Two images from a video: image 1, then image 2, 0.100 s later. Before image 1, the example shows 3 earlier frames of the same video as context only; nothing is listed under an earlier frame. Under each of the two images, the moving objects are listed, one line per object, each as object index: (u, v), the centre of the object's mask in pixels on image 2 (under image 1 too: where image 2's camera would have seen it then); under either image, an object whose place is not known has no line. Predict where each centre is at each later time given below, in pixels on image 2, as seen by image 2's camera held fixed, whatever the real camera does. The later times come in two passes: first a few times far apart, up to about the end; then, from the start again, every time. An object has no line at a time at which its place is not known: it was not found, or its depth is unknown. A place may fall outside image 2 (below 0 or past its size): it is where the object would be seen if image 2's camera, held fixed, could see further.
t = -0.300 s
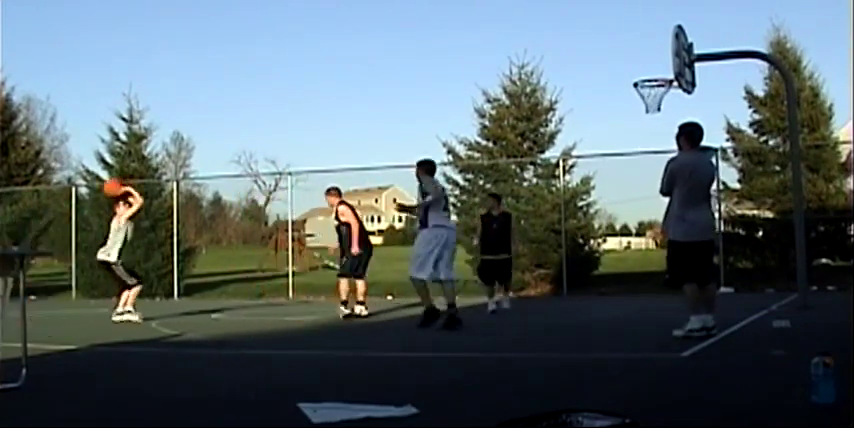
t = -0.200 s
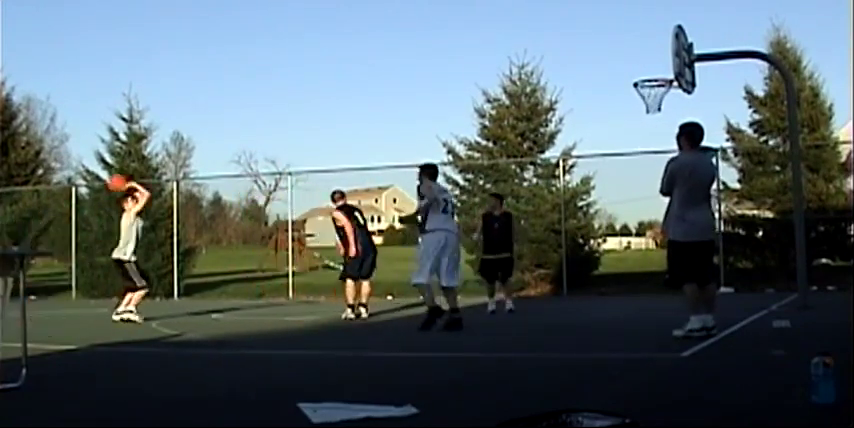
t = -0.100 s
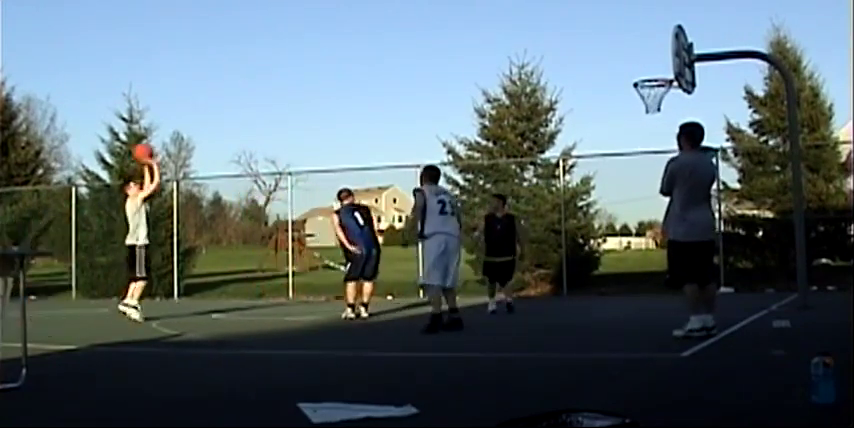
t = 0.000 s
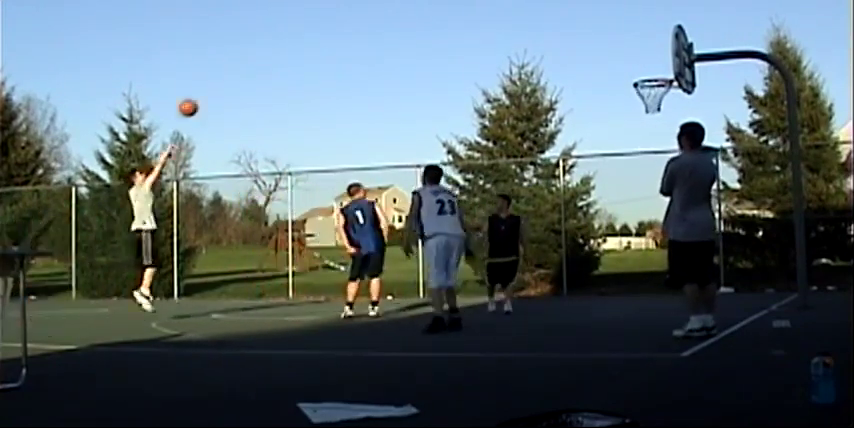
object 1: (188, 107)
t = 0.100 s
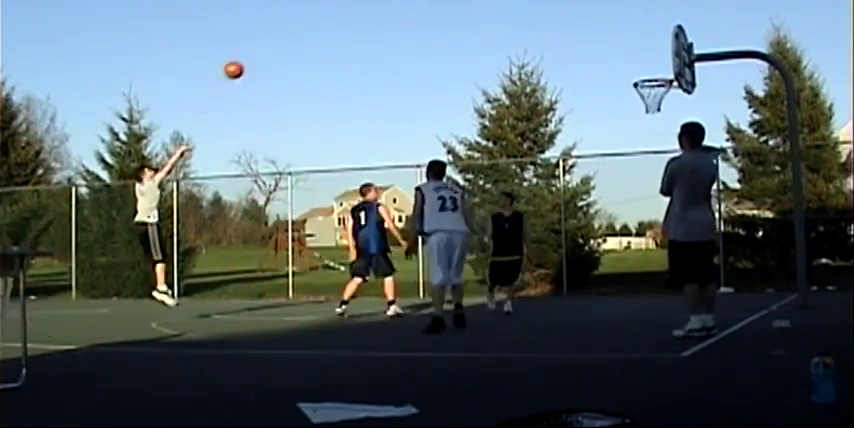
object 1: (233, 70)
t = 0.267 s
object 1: (307, 26)
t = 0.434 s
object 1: (379, 6)
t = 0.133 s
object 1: (248, 59)
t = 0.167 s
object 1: (264, 49)
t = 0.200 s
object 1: (278, 41)
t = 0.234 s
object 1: (293, 33)
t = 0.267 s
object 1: (307, 26)
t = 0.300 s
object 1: (322, 20)
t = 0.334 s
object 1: (336, 15)
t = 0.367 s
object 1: (350, 11)
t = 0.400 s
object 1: (364, 7)
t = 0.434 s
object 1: (379, 6)
